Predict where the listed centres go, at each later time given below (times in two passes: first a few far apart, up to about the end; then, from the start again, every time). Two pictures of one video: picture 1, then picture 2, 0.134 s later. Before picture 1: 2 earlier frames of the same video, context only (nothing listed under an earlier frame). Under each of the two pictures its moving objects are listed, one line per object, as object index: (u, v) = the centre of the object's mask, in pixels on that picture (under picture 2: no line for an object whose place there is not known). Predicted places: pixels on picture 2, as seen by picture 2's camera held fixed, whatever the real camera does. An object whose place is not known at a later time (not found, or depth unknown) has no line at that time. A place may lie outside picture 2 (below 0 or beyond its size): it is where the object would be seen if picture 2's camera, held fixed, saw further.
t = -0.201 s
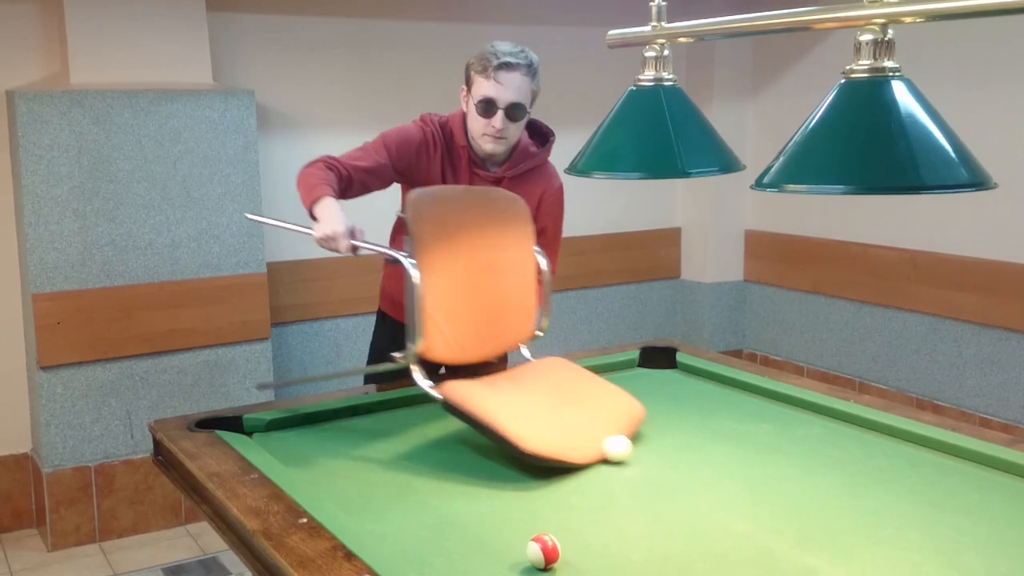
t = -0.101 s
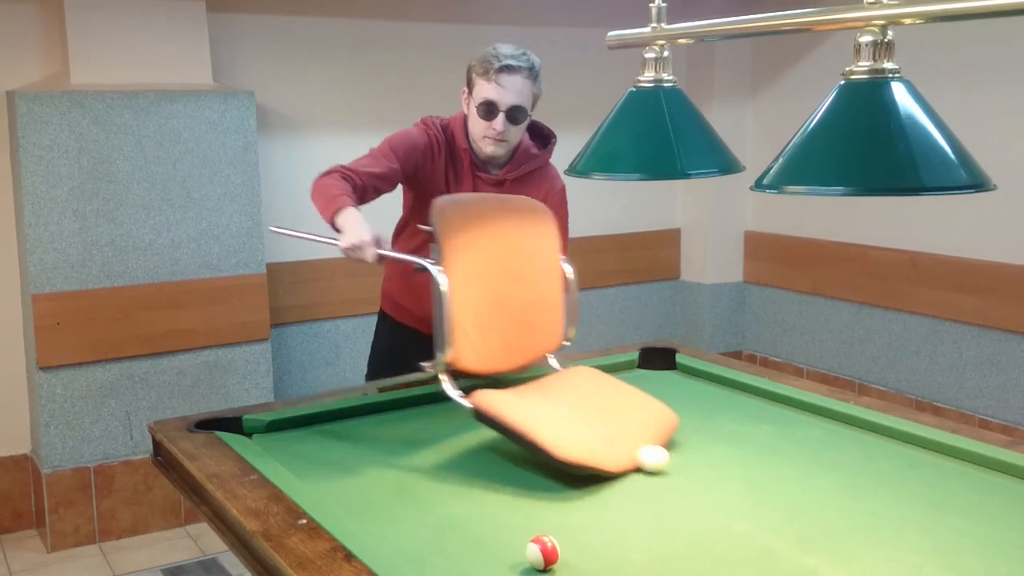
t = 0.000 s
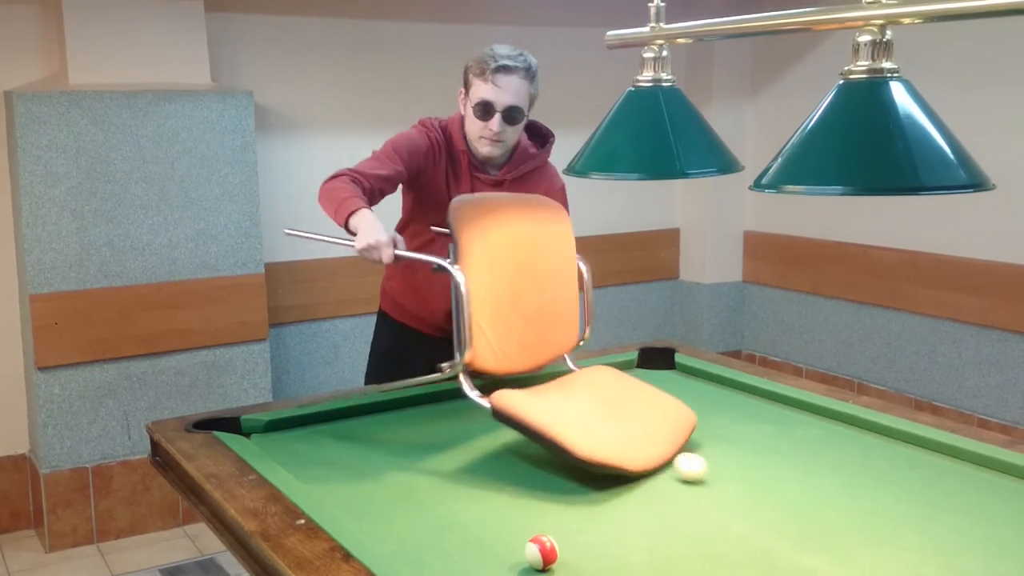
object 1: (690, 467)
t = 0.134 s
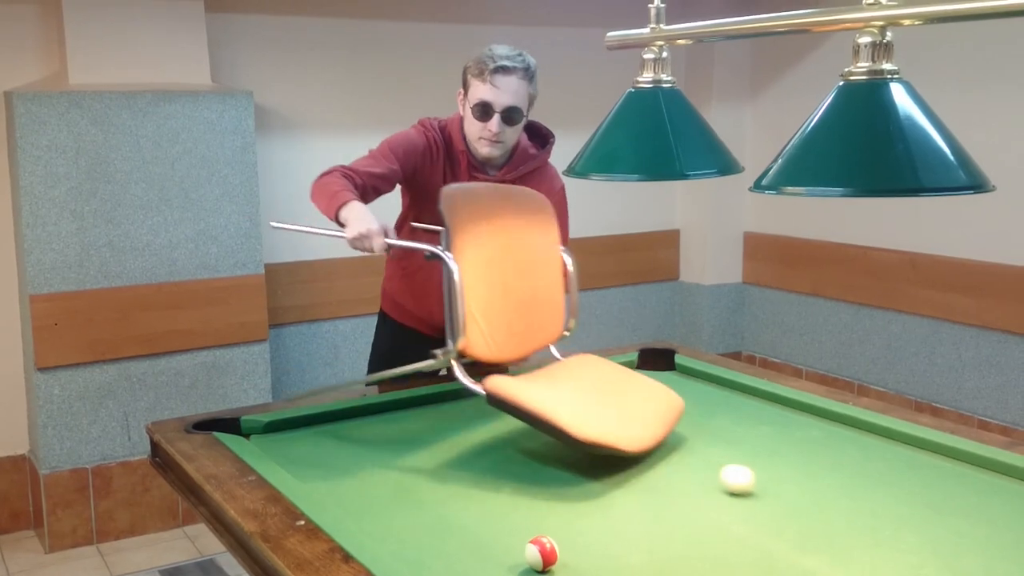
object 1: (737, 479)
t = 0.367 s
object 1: (825, 499)
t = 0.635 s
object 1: (932, 523)
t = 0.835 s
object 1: (1011, 540)
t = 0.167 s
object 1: (749, 482)
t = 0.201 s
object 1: (762, 485)
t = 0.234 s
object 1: (774, 487)
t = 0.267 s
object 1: (787, 491)
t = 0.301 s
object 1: (799, 493)
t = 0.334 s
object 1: (812, 496)
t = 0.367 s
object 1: (825, 499)
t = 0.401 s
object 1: (838, 502)
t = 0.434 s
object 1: (851, 505)
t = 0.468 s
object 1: (864, 508)
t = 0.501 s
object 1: (878, 511)
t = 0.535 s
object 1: (890, 514)
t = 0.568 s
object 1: (904, 516)
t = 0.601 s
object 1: (918, 519)
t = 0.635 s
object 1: (932, 523)
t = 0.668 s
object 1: (945, 526)
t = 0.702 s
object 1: (959, 529)
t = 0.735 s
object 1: (973, 532)
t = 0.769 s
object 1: (988, 535)
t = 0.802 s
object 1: (1002, 538)
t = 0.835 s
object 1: (1011, 540)
